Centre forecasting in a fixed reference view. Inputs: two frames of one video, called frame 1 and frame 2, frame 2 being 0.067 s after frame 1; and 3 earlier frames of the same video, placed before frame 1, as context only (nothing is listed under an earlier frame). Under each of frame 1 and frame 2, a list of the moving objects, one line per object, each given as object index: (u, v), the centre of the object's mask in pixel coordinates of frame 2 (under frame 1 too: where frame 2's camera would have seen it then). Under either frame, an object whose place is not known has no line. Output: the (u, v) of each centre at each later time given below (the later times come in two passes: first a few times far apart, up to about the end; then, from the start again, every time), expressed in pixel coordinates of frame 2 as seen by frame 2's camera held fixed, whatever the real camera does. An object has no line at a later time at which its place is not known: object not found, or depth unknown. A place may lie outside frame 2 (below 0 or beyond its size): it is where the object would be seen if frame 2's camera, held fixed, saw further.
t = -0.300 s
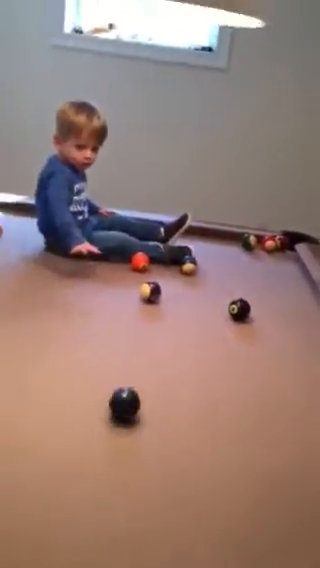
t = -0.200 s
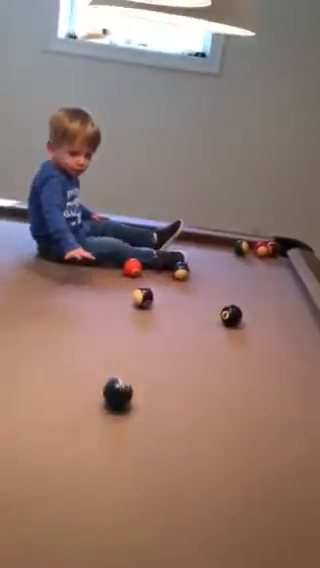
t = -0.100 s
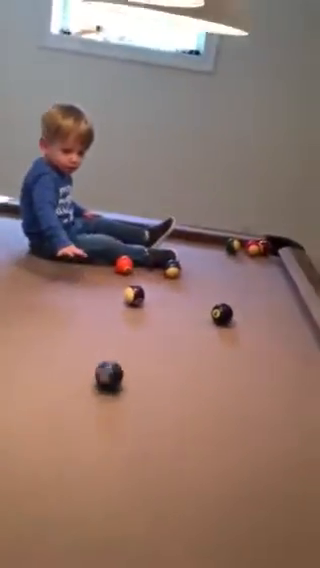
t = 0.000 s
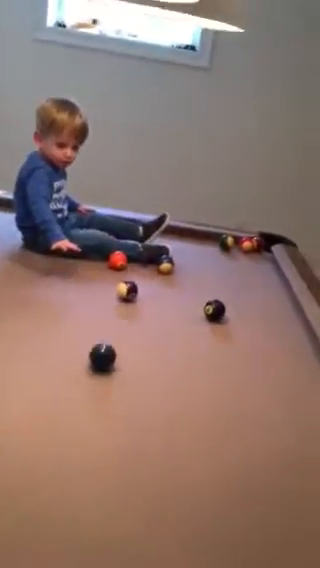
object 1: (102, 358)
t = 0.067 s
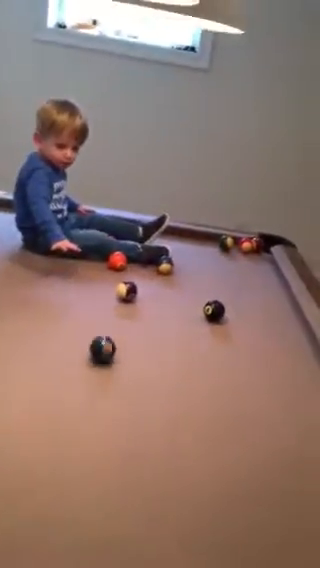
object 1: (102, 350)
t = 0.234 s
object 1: (104, 331)
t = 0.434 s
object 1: (105, 313)
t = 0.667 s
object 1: (106, 295)
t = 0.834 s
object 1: (101, 284)
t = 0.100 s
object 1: (102, 346)
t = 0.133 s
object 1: (103, 342)
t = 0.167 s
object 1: (103, 338)
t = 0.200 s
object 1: (104, 335)
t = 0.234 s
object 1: (104, 331)
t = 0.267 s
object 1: (104, 328)
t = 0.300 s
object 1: (104, 325)
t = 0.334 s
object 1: (105, 321)
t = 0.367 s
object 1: (105, 318)
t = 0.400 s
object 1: (105, 315)
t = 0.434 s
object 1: (105, 313)
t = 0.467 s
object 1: (105, 310)
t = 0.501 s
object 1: (105, 307)
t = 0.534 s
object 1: (106, 304)
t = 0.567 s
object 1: (106, 302)
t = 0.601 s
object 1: (106, 299)
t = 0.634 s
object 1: (106, 297)
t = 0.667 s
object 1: (106, 295)
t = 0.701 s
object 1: (106, 293)
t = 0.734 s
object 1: (105, 291)
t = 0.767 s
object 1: (103, 288)
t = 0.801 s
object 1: (102, 286)
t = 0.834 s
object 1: (101, 284)
